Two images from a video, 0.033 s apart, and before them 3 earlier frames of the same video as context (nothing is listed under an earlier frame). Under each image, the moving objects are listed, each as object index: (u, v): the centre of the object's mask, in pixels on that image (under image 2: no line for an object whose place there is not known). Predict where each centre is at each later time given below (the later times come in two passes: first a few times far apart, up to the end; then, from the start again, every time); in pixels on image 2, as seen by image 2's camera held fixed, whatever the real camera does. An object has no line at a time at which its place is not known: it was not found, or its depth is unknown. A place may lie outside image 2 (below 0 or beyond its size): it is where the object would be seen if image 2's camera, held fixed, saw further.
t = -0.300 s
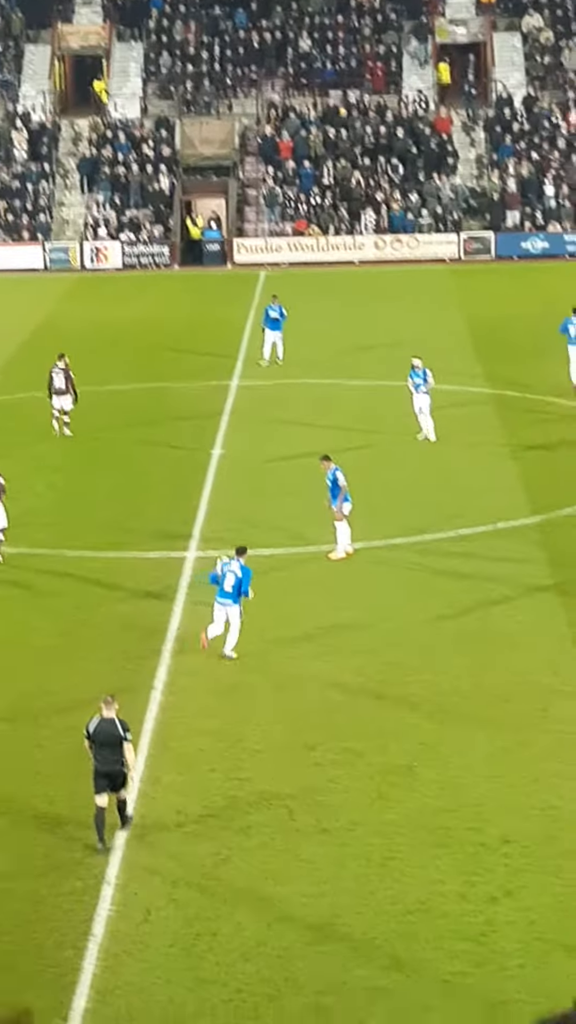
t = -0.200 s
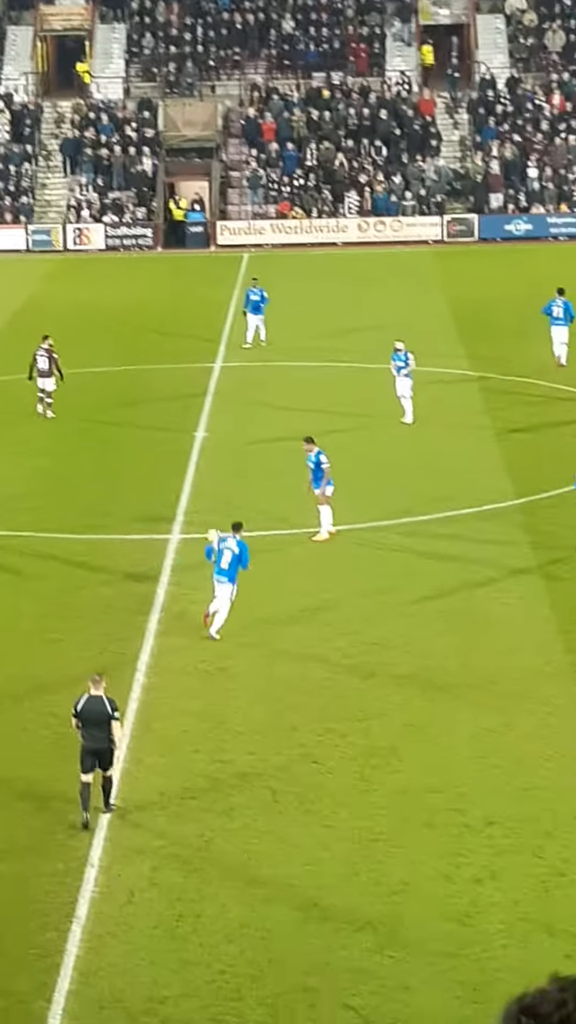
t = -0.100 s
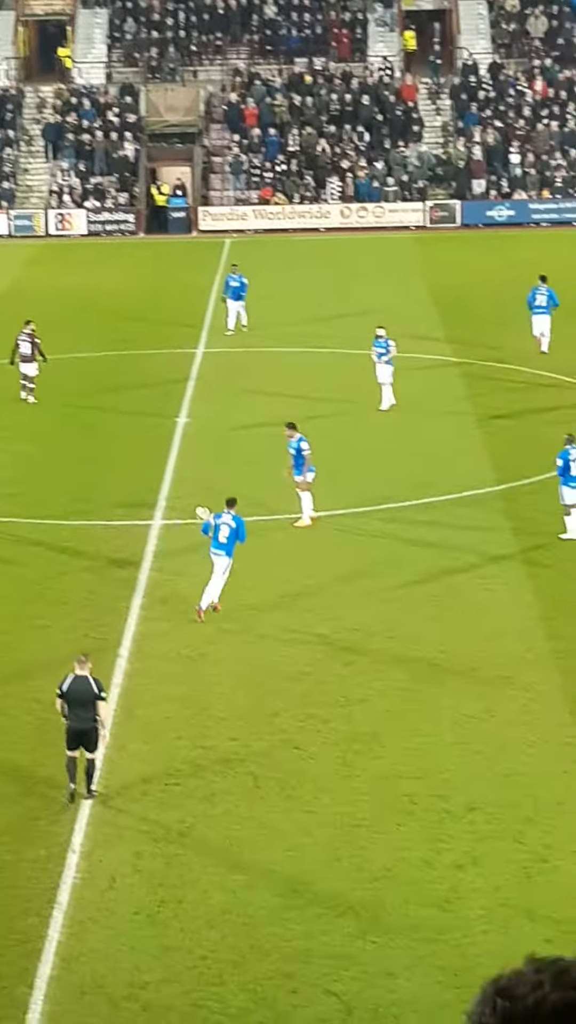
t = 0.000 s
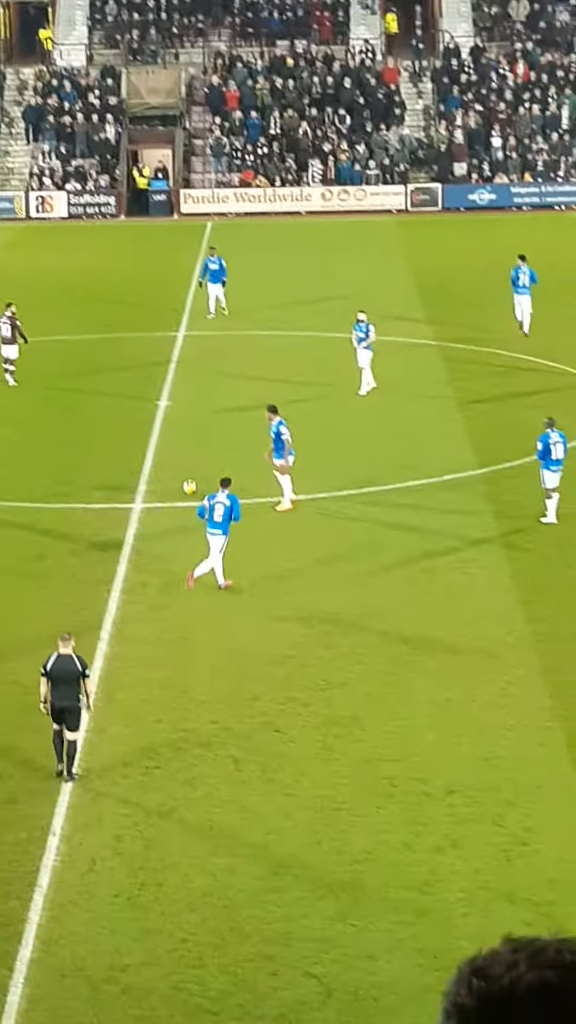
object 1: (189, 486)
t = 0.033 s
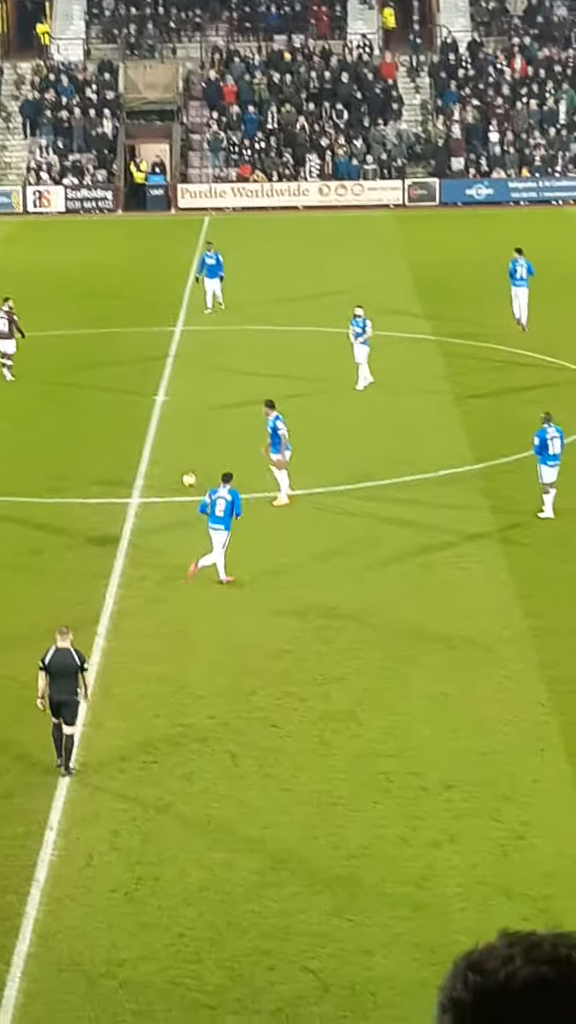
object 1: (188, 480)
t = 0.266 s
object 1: (203, 461)
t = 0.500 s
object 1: (216, 448)
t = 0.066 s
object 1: (191, 476)
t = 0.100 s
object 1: (194, 473)
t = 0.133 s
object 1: (196, 471)
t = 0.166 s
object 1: (197, 469)
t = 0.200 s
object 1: (199, 466)
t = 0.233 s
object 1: (201, 464)
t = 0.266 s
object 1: (203, 461)
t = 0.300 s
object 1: (206, 460)
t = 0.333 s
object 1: (207, 458)
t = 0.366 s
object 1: (209, 455)
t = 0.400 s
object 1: (211, 454)
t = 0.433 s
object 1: (213, 452)
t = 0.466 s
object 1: (215, 450)
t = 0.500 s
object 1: (216, 448)
